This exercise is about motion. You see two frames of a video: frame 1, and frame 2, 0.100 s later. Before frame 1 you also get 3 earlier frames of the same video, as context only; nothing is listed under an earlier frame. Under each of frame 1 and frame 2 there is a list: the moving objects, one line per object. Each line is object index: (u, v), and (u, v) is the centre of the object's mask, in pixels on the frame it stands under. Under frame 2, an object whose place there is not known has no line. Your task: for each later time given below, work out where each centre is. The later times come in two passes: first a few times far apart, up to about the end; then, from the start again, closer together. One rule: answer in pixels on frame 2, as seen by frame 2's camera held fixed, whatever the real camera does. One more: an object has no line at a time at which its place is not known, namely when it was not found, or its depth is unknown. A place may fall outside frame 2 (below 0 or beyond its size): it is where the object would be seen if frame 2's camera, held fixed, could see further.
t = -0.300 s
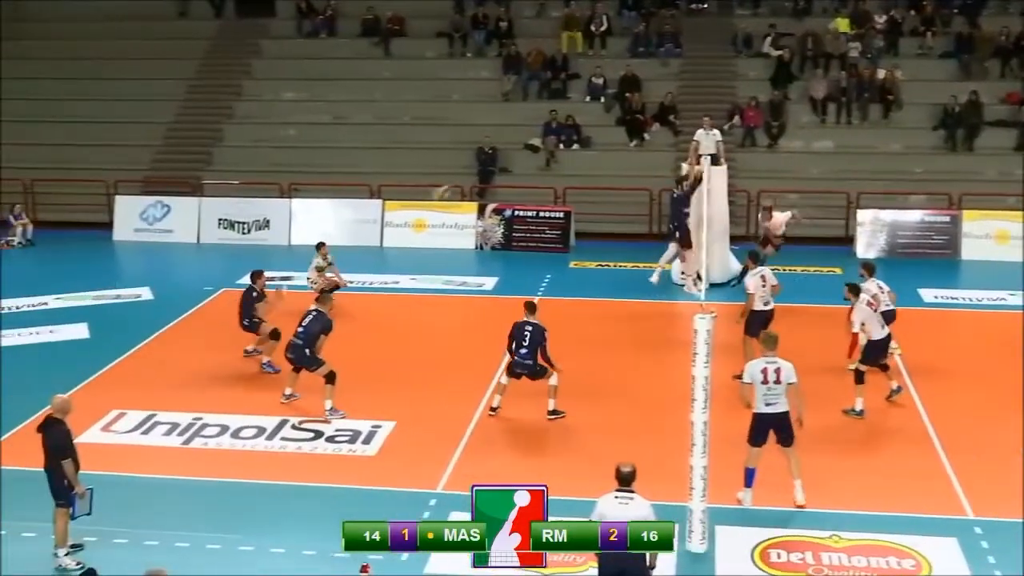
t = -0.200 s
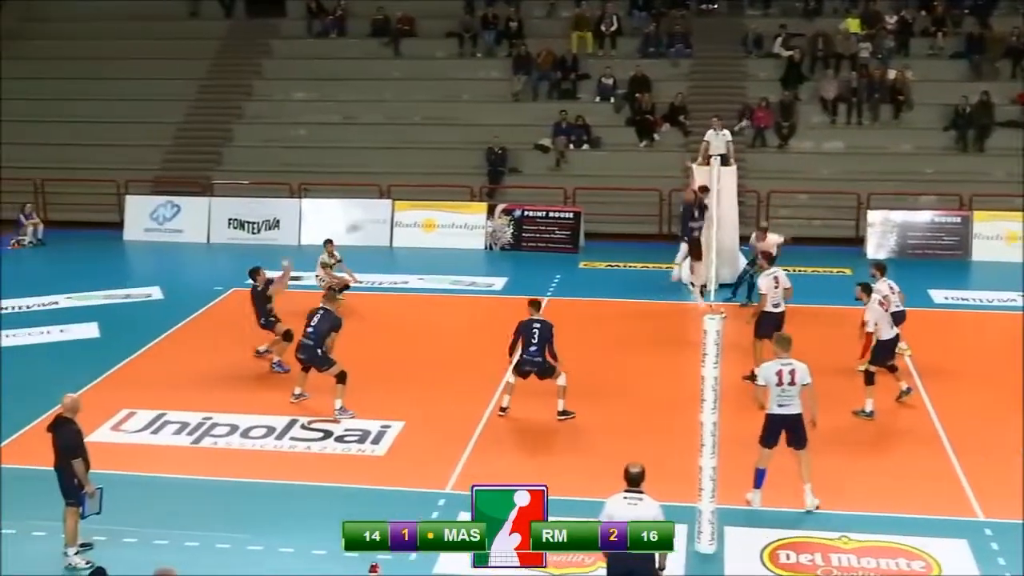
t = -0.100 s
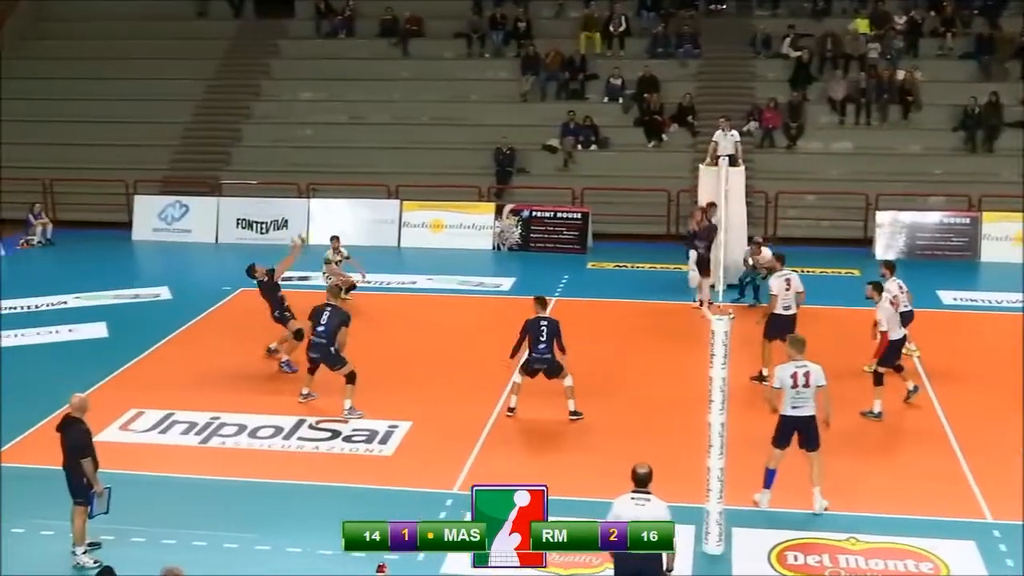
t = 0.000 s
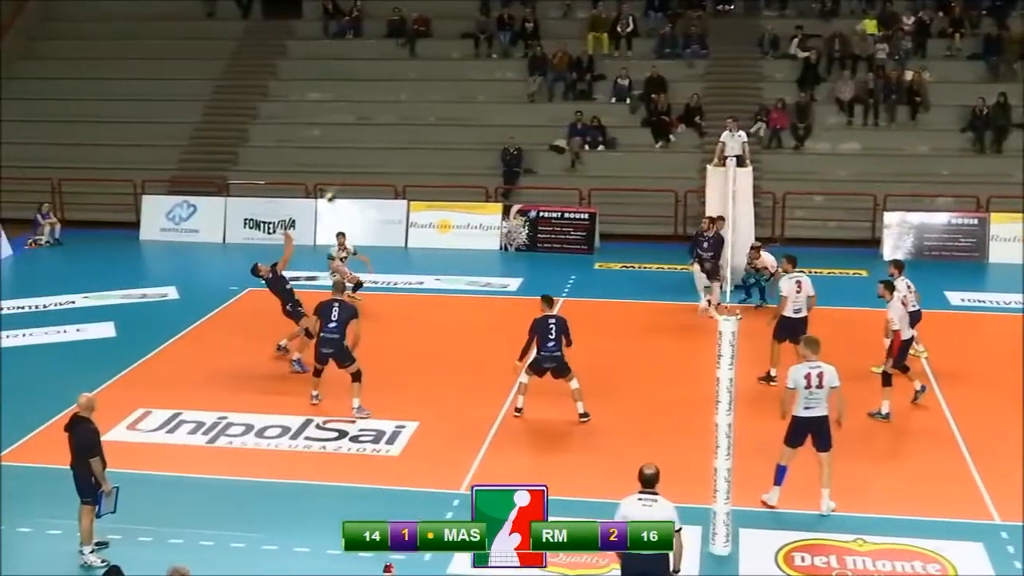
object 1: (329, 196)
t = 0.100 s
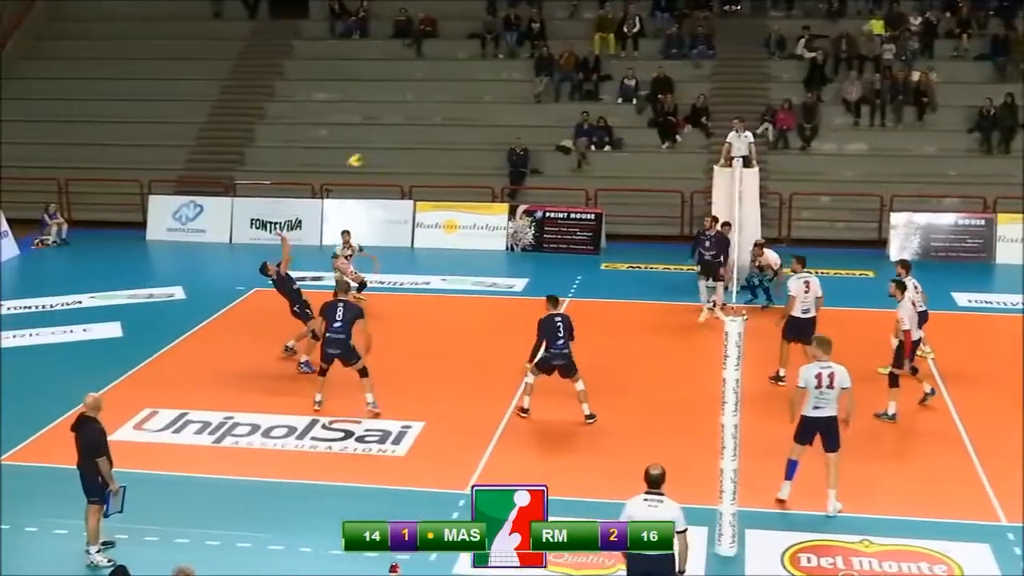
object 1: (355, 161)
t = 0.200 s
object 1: (374, 132)
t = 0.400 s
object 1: (414, 94)
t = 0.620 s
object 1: (457, 82)
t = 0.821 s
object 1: (501, 101)
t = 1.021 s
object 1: (537, 146)
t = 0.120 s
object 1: (359, 155)
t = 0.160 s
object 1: (366, 143)
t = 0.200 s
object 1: (374, 132)
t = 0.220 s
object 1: (379, 126)
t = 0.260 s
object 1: (386, 118)
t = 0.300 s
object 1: (393, 110)
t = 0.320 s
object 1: (397, 105)
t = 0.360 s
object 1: (405, 99)
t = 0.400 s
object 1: (414, 94)
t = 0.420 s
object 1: (417, 92)
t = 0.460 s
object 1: (425, 87)
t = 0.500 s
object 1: (433, 84)
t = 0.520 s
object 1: (437, 83)
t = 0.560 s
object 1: (446, 82)
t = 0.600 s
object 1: (453, 82)
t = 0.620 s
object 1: (457, 82)
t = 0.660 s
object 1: (465, 83)
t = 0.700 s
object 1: (473, 85)
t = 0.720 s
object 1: (480, 89)
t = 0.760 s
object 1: (484, 91)
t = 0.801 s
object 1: (493, 95)
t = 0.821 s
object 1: (501, 101)
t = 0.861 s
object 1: (504, 105)
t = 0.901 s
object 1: (512, 113)
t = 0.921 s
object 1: (519, 120)
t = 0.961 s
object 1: (524, 125)
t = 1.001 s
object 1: (531, 135)
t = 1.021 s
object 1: (537, 146)
